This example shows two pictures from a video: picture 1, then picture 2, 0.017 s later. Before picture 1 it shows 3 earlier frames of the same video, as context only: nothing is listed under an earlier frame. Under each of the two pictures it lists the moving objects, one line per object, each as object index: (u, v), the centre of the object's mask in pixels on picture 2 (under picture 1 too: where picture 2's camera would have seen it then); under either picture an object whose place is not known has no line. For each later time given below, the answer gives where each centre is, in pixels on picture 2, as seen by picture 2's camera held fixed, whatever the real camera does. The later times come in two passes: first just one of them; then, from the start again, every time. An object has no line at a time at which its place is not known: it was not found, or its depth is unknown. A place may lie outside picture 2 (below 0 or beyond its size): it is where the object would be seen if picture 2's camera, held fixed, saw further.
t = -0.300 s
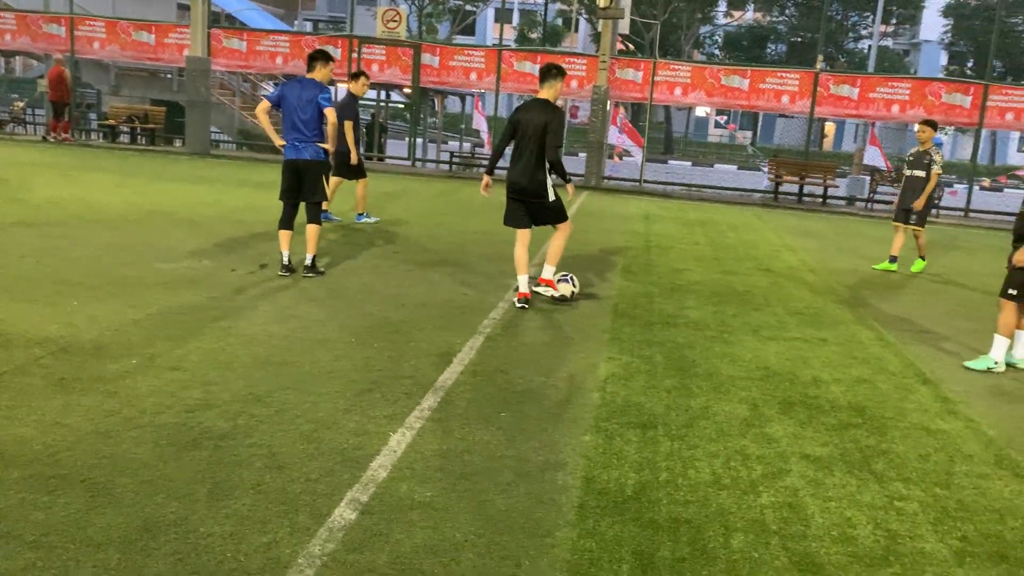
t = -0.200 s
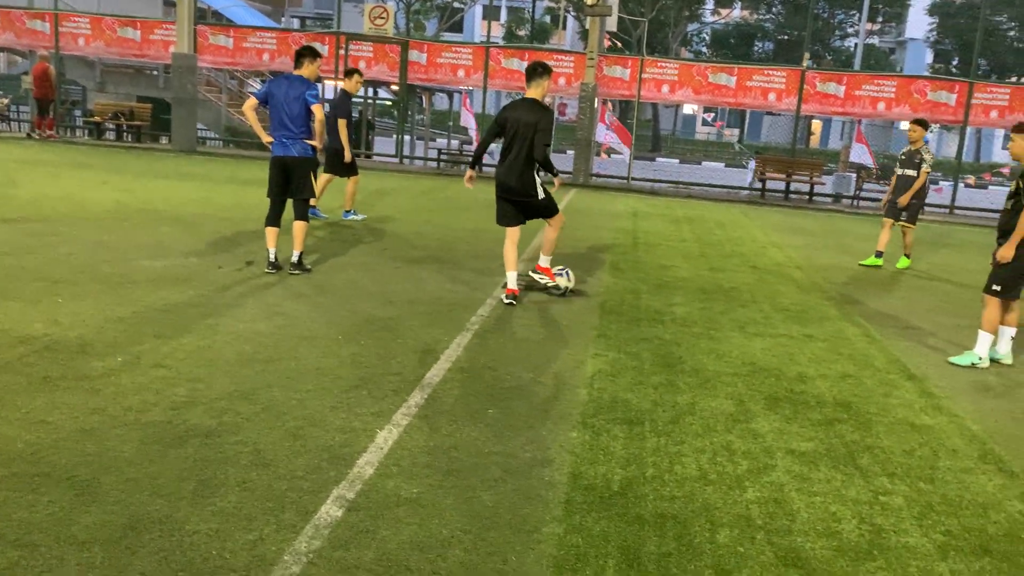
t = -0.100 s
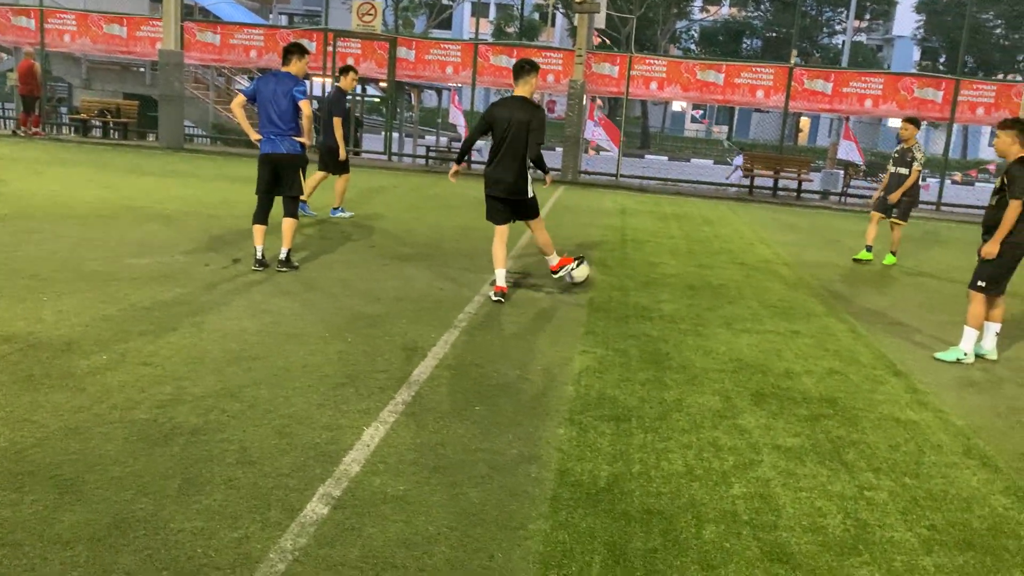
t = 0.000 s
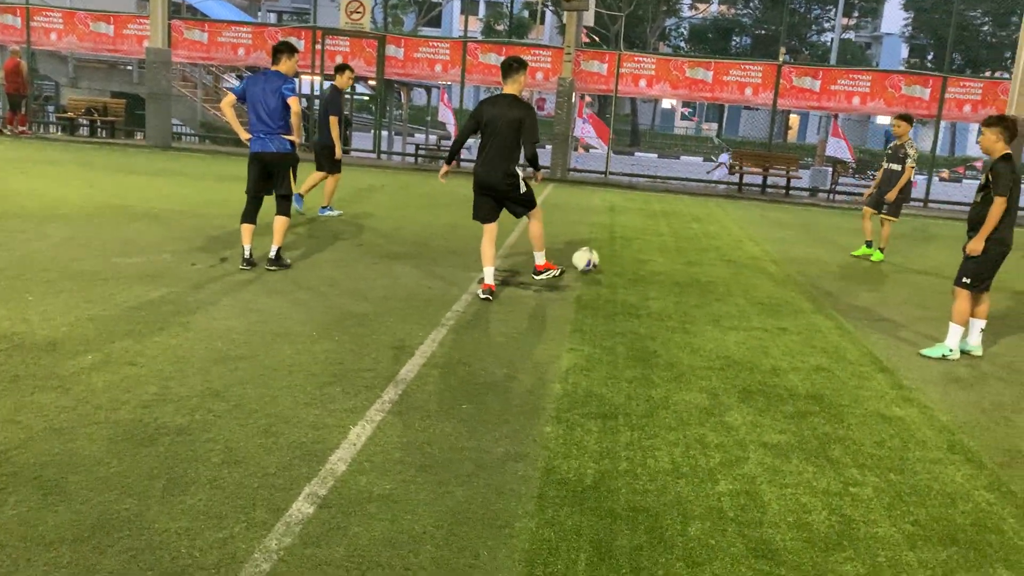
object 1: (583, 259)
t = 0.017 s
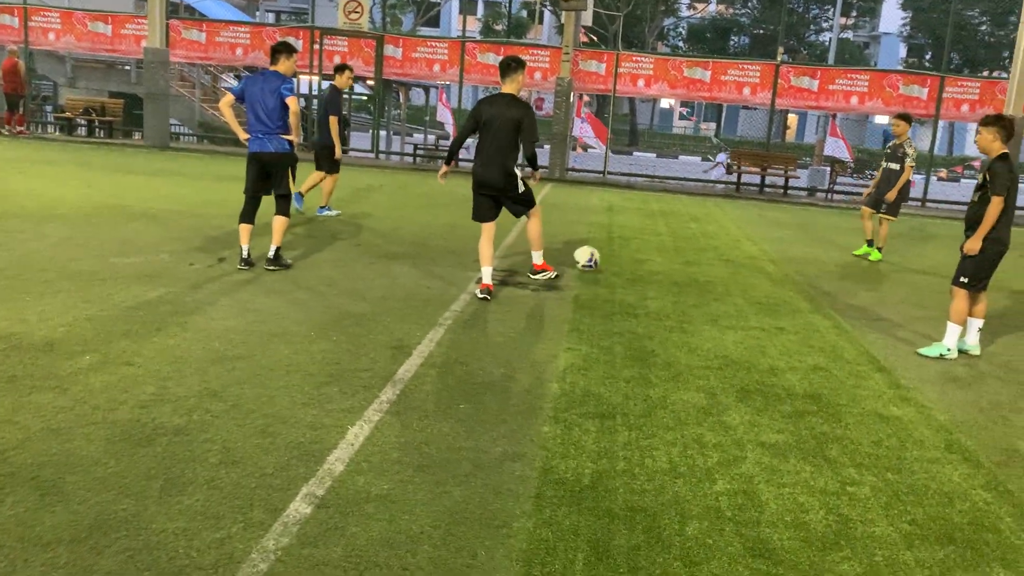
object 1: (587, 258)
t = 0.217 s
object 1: (614, 251)
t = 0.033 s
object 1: (590, 257)
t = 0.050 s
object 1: (592, 256)
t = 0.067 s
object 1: (594, 255)
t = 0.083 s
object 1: (596, 255)
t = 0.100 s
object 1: (598, 254)
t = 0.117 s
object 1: (601, 255)
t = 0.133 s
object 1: (603, 256)
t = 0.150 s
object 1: (606, 256)
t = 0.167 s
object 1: (608, 255)
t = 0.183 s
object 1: (610, 253)
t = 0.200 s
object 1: (612, 252)
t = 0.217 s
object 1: (614, 251)
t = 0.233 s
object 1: (615, 251)
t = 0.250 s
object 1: (617, 251)
